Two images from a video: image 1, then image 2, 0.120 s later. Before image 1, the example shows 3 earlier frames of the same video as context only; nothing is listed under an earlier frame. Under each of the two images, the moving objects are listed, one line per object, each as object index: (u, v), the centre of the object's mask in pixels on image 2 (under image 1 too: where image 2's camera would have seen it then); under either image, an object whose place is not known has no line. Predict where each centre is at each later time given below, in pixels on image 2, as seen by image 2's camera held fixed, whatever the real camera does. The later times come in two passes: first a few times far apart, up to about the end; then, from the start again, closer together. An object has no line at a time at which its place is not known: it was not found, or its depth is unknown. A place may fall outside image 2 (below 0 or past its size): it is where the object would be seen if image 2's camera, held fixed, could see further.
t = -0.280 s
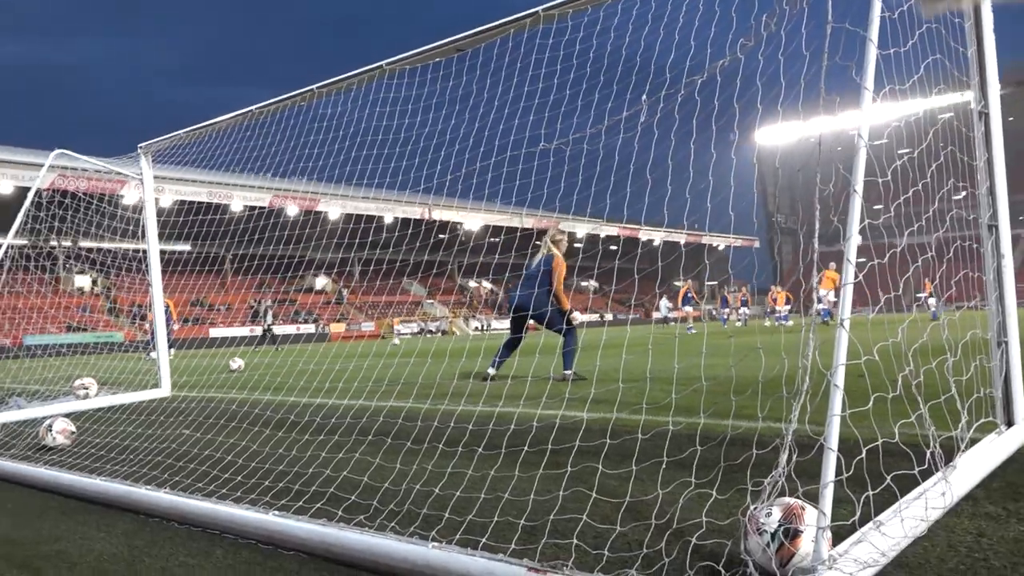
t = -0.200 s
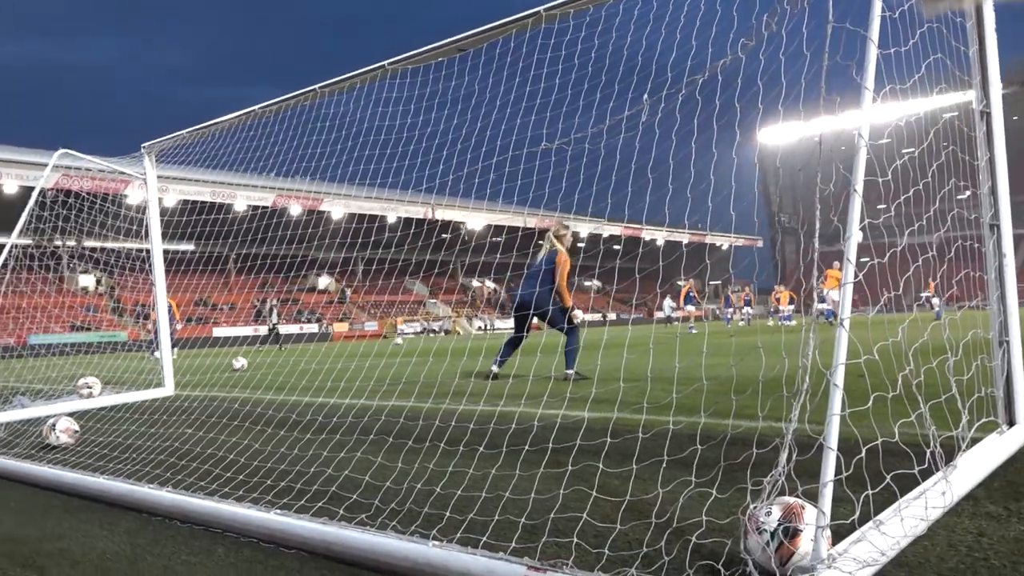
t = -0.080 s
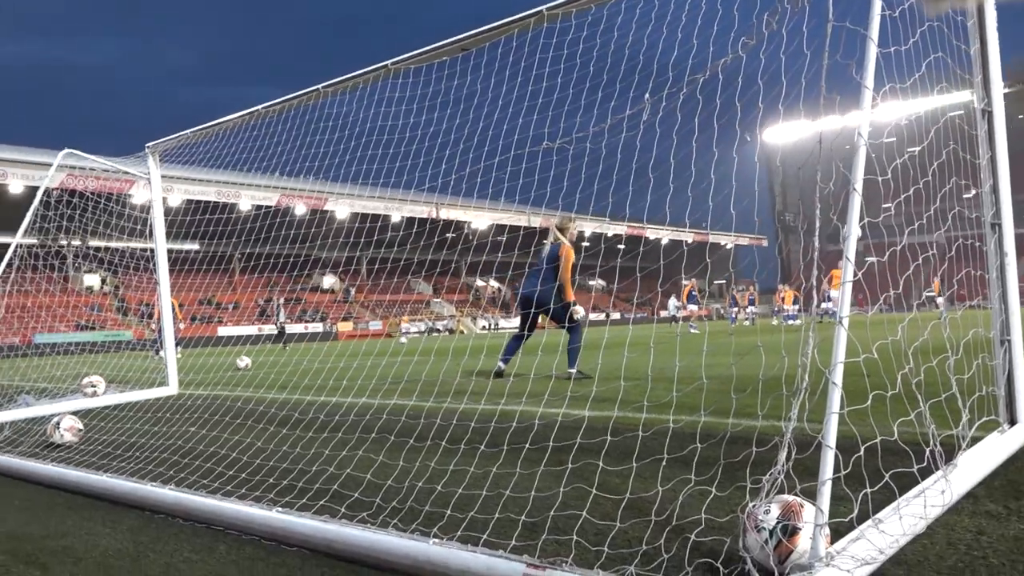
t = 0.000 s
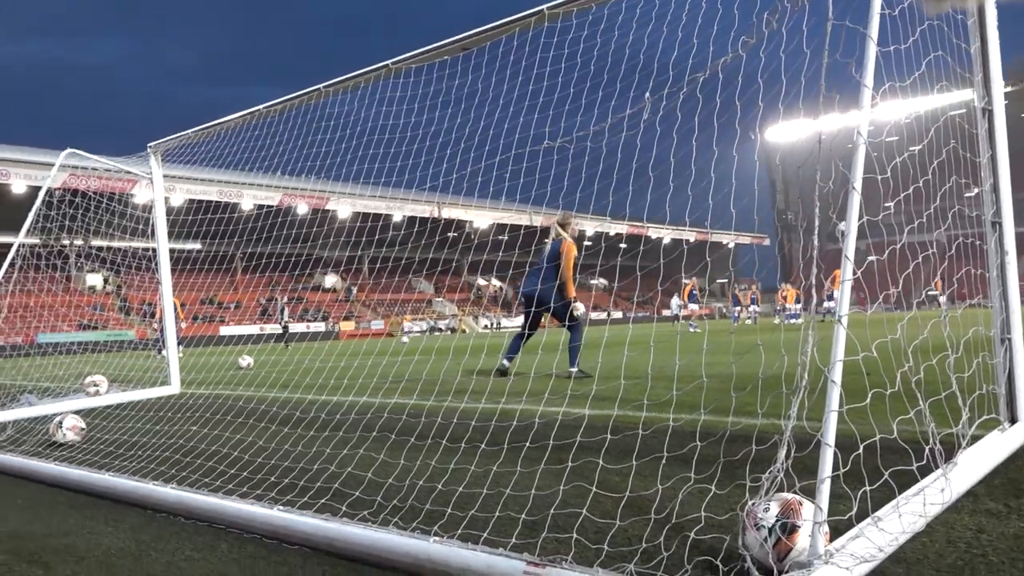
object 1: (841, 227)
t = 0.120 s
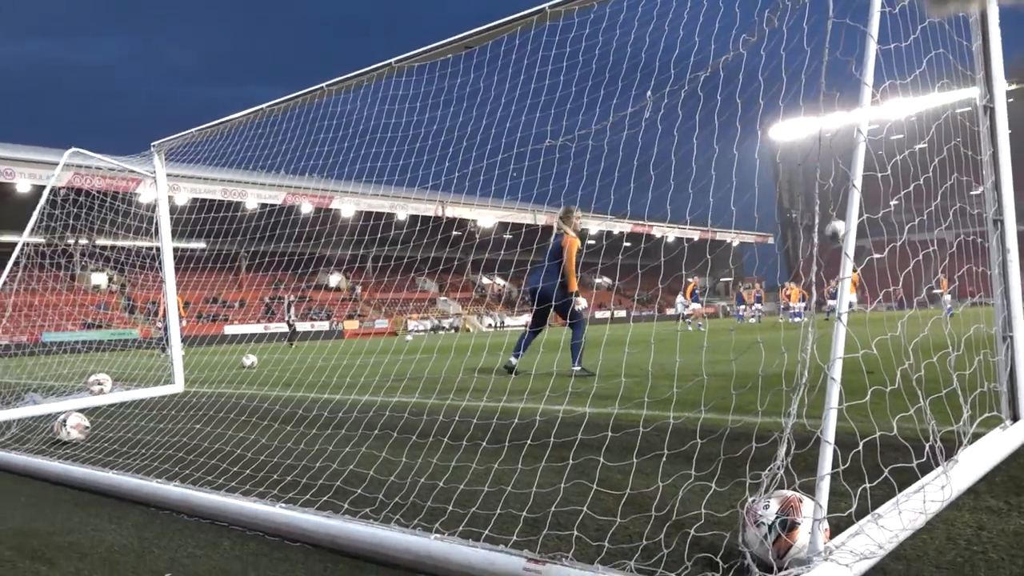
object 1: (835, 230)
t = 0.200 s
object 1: (829, 235)
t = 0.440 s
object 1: (778, 266)
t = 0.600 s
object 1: (715, 314)
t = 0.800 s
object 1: (553, 452)
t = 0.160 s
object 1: (832, 233)
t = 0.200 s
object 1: (829, 235)
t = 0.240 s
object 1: (822, 238)
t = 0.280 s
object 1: (816, 240)
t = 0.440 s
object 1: (778, 266)
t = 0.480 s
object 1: (765, 274)
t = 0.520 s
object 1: (751, 285)
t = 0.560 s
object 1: (735, 295)
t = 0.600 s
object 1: (715, 314)
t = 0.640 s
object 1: (690, 332)
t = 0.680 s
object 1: (665, 353)
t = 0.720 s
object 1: (634, 377)
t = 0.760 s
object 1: (598, 411)
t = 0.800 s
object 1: (553, 452)
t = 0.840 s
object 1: (501, 501)
